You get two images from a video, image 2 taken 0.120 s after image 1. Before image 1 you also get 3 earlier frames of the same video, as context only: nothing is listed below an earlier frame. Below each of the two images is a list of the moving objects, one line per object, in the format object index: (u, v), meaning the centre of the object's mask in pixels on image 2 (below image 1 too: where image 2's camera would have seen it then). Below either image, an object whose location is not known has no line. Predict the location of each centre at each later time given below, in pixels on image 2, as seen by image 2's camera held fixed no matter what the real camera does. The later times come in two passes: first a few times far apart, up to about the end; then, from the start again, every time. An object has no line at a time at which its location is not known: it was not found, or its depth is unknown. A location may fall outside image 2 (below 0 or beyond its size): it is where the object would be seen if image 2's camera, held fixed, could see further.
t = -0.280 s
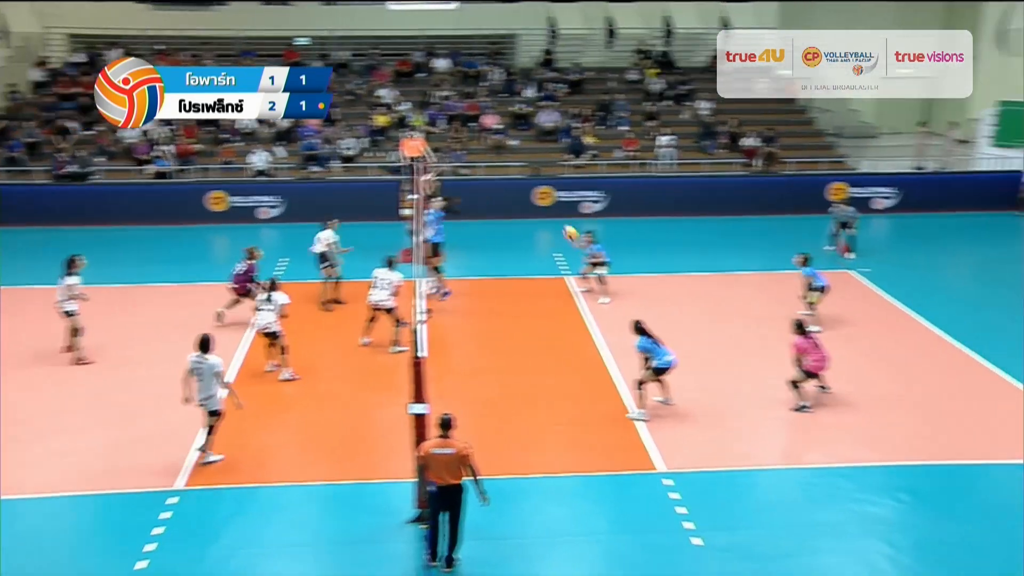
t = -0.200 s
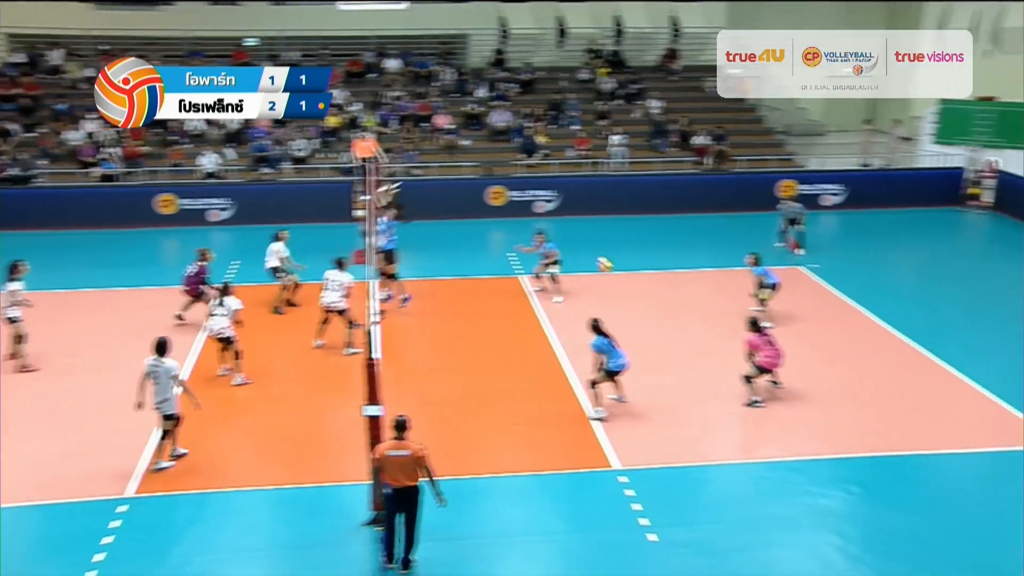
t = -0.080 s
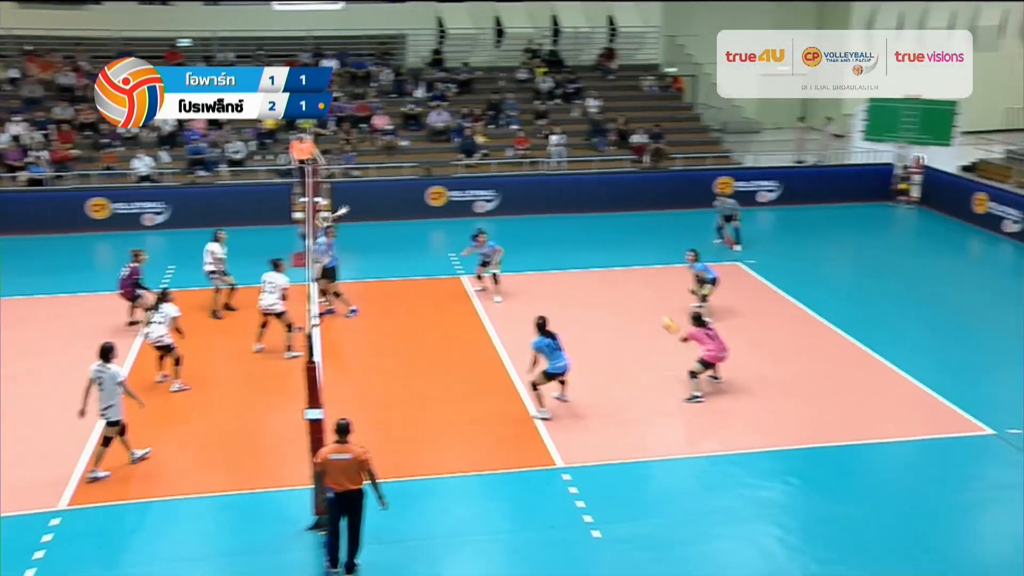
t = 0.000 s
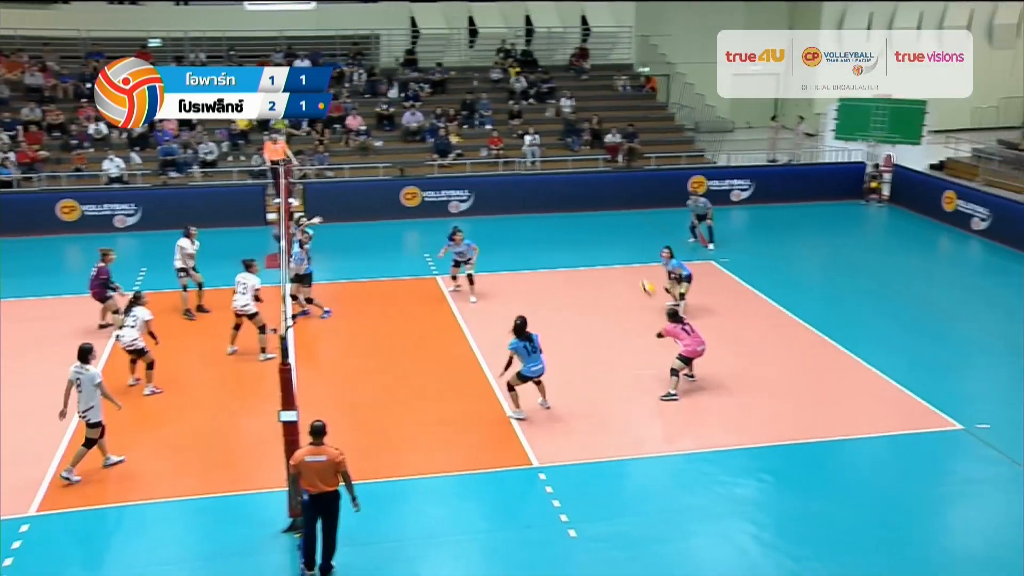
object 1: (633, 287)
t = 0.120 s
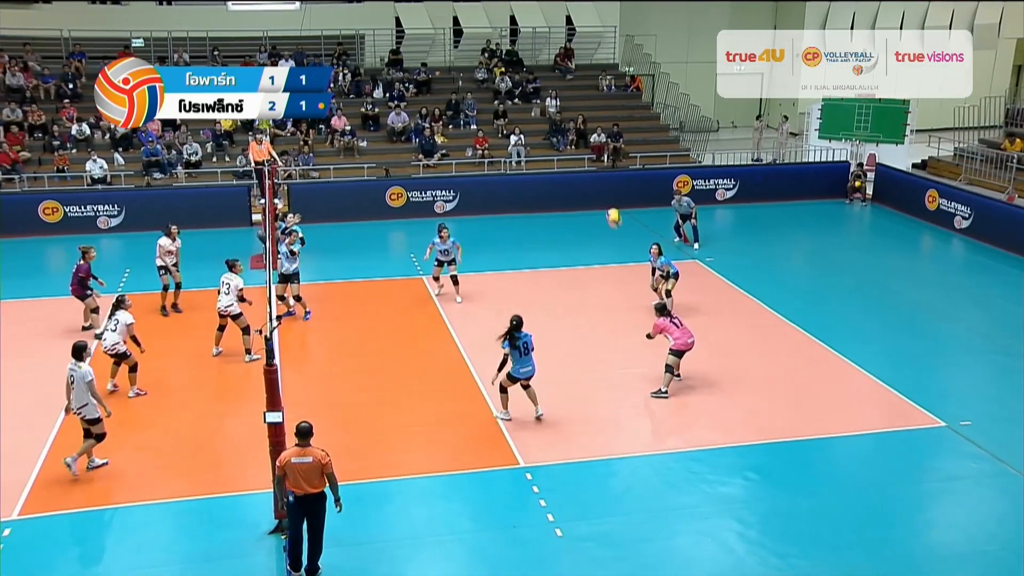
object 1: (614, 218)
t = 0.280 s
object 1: (590, 139)
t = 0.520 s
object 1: (557, 51)
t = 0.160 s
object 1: (608, 197)
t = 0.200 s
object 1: (602, 177)
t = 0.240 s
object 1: (596, 157)
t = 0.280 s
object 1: (590, 139)
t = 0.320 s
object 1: (584, 122)
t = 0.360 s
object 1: (579, 105)
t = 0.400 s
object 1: (573, 90)
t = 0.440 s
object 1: (568, 76)
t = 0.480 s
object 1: (562, 63)
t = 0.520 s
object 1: (557, 51)
